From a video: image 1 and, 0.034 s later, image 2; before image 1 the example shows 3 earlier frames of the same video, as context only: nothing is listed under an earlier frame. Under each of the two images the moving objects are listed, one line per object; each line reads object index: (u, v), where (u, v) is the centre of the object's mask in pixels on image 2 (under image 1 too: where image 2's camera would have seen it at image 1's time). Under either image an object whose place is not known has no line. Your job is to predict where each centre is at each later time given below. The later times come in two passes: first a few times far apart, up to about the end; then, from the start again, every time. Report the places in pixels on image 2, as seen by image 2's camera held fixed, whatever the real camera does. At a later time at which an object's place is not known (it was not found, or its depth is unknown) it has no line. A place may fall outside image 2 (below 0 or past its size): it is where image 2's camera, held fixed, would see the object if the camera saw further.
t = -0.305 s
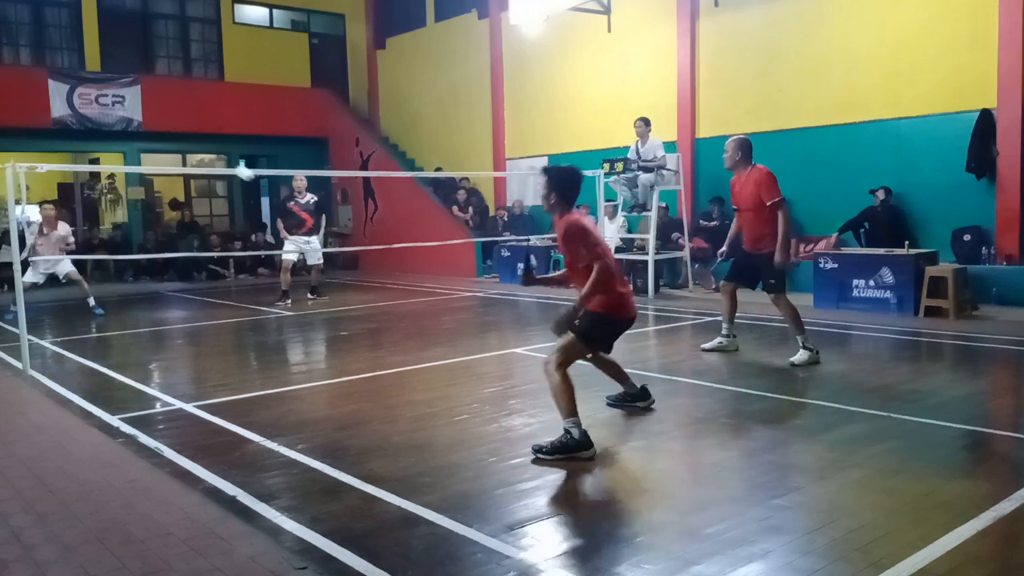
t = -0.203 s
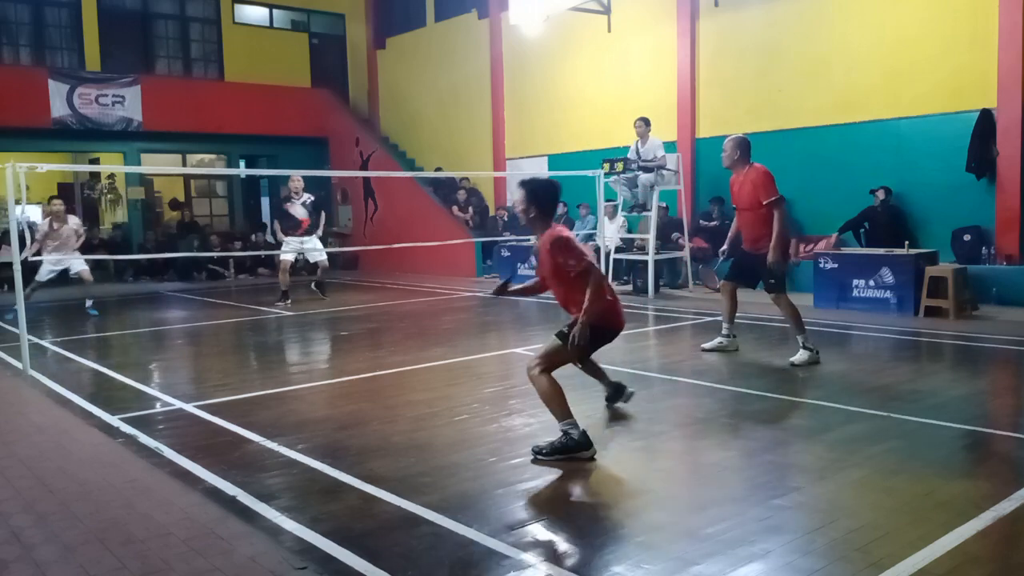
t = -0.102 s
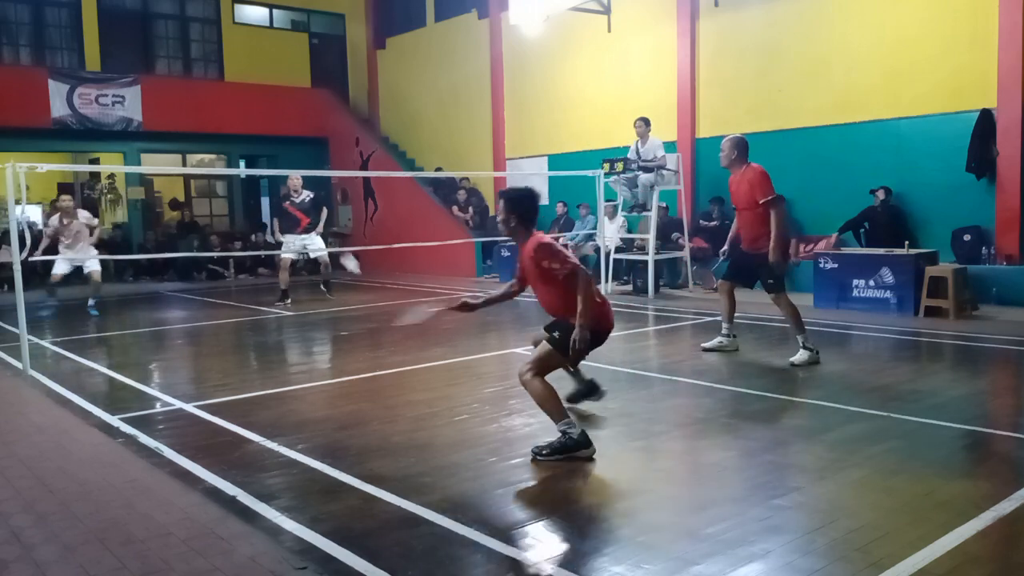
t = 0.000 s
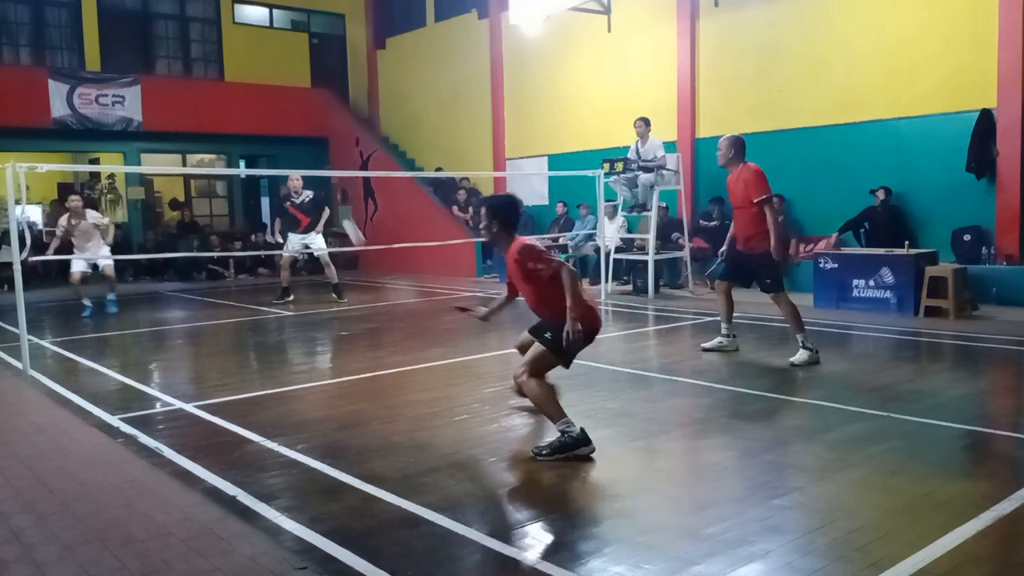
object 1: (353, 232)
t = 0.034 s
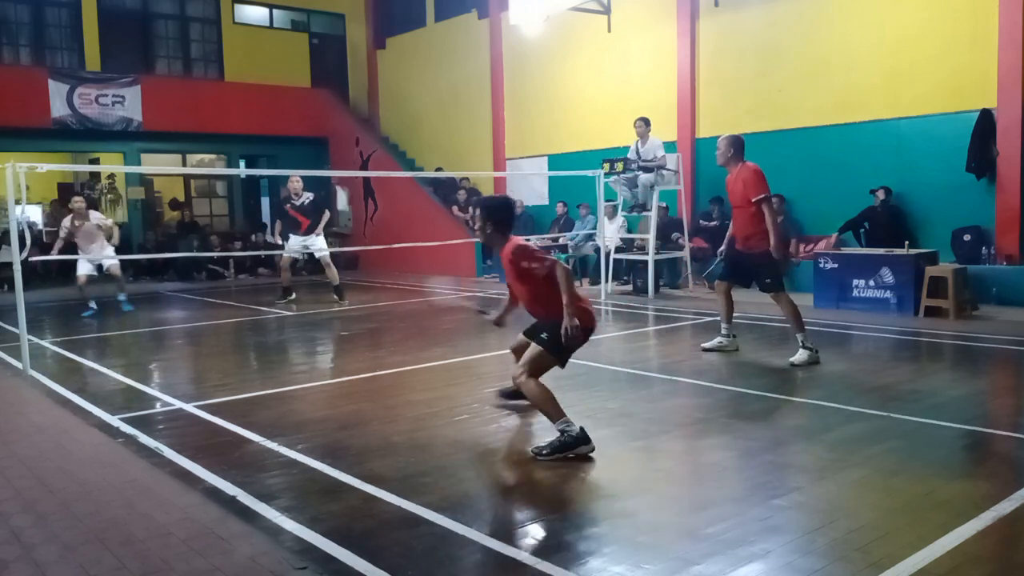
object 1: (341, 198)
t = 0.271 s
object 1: (285, 116)
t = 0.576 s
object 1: (259, 142)
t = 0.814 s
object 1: (249, 209)
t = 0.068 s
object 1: (332, 169)
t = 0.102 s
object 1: (321, 152)
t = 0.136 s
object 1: (309, 141)
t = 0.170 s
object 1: (300, 131)
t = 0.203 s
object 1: (293, 123)
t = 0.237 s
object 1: (289, 119)
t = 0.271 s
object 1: (285, 116)
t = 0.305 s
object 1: (281, 114)
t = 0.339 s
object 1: (278, 114)
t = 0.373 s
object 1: (274, 115)
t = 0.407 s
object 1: (271, 116)
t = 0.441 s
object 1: (269, 119)
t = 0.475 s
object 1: (266, 124)
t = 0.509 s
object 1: (263, 128)
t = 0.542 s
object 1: (261, 135)
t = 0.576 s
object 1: (259, 142)
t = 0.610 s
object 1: (257, 149)
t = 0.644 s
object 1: (255, 158)
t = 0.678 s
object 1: (254, 165)
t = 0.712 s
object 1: (252, 178)
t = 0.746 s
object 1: (251, 186)
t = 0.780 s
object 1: (251, 198)
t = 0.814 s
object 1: (249, 209)
